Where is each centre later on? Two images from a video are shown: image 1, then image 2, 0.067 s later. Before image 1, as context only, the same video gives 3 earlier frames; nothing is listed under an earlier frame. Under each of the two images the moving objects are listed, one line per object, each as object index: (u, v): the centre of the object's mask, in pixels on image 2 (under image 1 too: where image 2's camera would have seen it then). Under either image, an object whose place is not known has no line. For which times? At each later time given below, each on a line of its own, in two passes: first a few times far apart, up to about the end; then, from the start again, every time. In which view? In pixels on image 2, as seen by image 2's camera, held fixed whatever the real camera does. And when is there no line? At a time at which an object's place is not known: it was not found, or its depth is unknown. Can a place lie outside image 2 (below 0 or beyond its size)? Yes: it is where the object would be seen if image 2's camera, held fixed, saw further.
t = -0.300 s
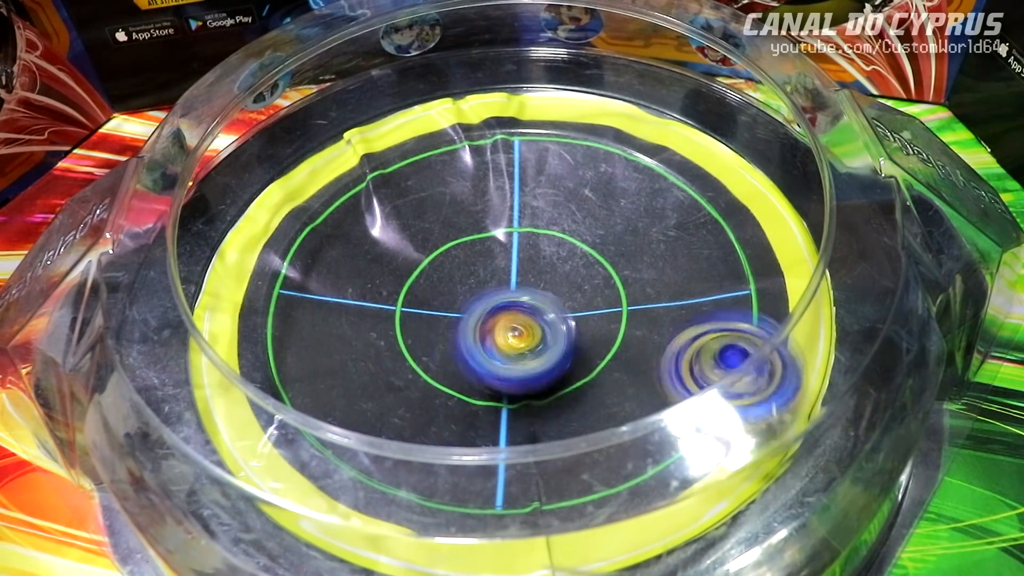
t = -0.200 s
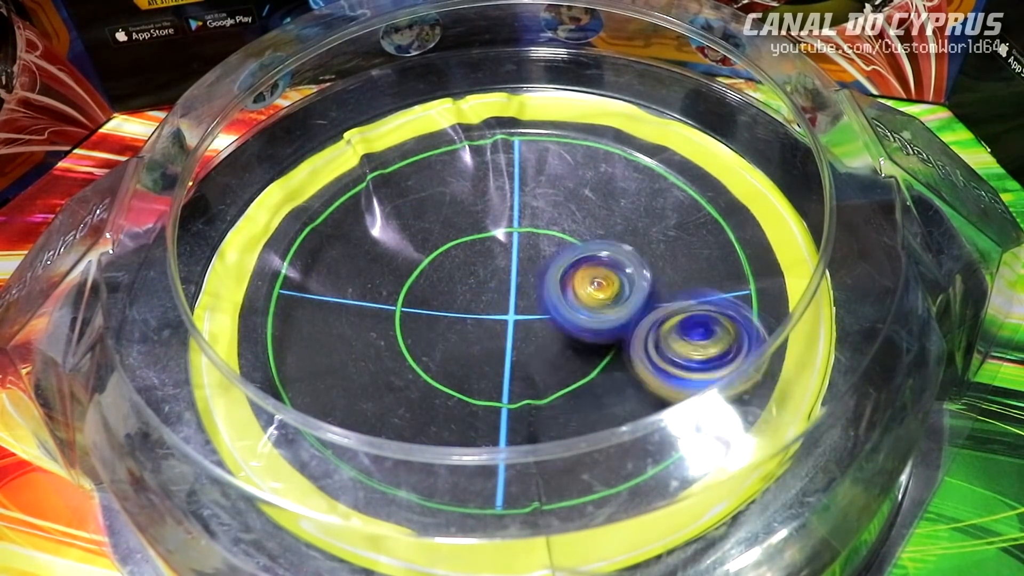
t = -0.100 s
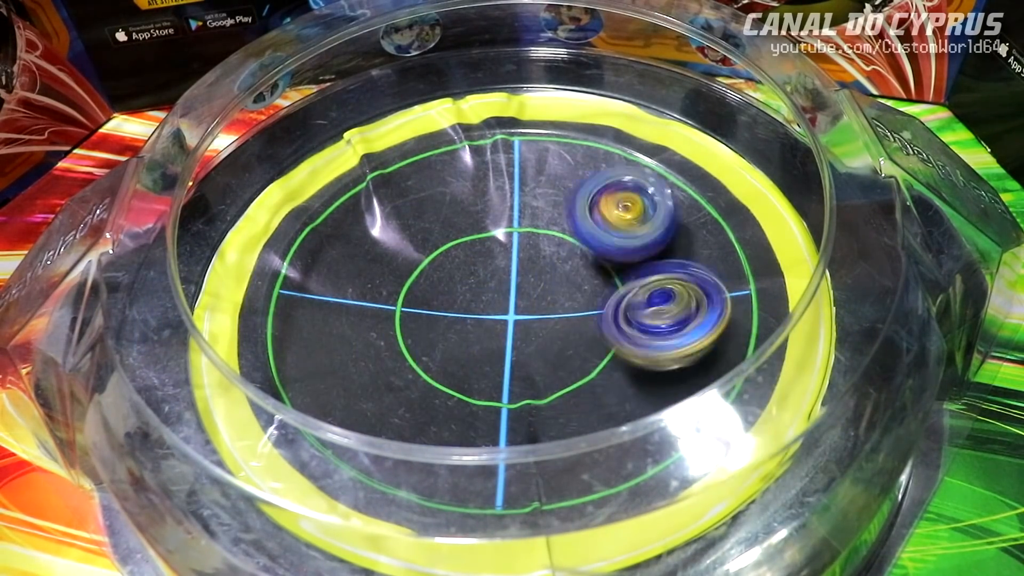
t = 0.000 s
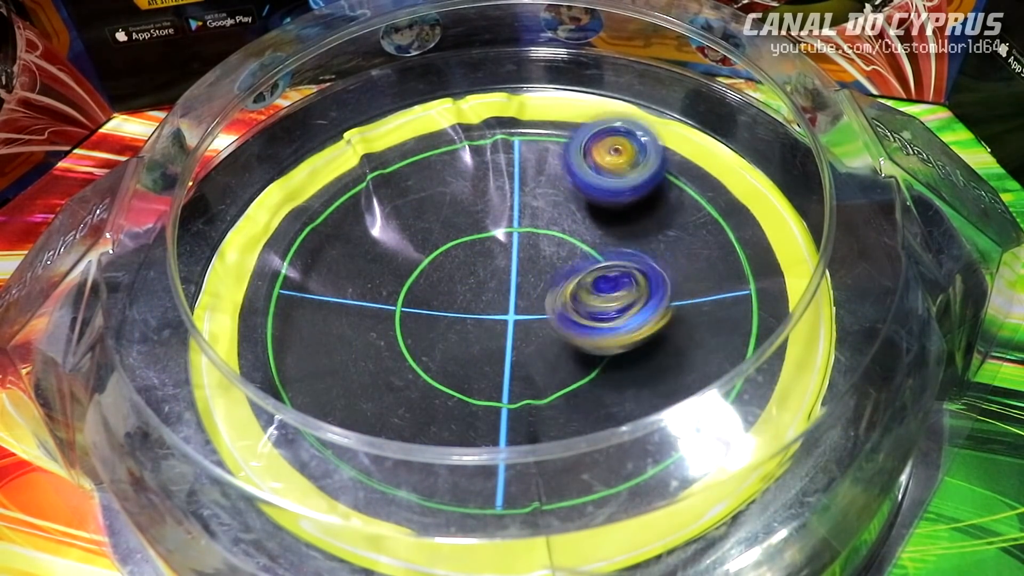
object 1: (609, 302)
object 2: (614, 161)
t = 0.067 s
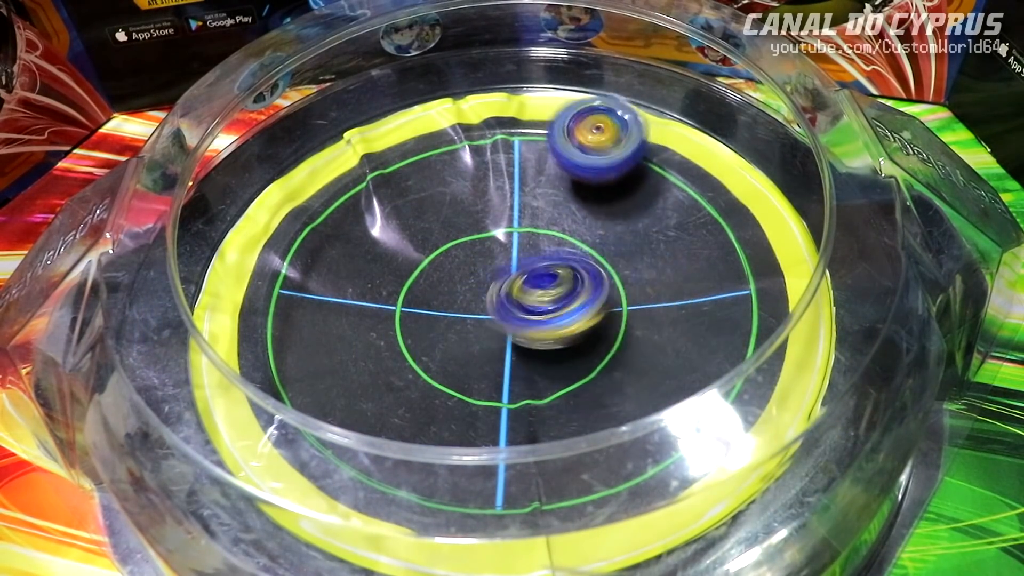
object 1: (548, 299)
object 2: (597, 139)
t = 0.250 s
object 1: (410, 321)
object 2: (530, 135)
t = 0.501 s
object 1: (382, 379)
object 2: (446, 264)
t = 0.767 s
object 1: (373, 390)
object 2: (595, 327)
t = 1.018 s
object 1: (447, 326)
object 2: (629, 295)
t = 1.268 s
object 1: (472, 220)
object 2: (552, 289)
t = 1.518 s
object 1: (558, 179)
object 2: (479, 324)
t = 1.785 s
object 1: (633, 223)
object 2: (466, 327)
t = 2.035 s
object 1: (605, 307)
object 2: (479, 272)
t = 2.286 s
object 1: (496, 333)
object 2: (473, 234)
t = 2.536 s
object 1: (410, 318)
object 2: (520, 206)
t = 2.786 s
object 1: (463, 279)
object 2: (562, 221)
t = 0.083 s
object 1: (535, 299)
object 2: (592, 136)
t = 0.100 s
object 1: (520, 299)
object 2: (587, 132)
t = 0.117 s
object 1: (503, 301)
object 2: (581, 130)
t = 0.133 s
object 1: (487, 302)
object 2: (576, 126)
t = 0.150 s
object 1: (476, 302)
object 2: (569, 126)
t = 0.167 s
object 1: (463, 306)
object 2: (564, 125)
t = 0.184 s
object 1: (450, 308)
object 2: (557, 126)
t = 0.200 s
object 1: (439, 310)
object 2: (552, 128)
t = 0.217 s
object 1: (429, 313)
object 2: (543, 130)
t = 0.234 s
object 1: (421, 317)
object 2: (537, 131)
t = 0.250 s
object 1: (410, 321)
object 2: (530, 135)
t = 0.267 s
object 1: (401, 325)
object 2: (523, 138)
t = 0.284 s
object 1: (393, 331)
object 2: (515, 143)
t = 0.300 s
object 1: (385, 335)
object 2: (509, 149)
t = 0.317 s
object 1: (375, 341)
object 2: (502, 156)
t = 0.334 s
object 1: (368, 348)
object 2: (496, 161)
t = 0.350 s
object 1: (362, 353)
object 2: (490, 169)
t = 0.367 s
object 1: (357, 359)
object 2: (484, 176)
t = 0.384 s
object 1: (353, 364)
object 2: (478, 184)
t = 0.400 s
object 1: (352, 369)
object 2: (472, 194)
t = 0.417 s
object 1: (354, 373)
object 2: (465, 206)
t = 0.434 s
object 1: (357, 375)
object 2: (461, 216)
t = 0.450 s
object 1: (363, 378)
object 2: (455, 227)
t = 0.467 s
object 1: (370, 379)
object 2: (451, 239)
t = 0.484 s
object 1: (376, 379)
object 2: (448, 253)
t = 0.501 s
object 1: (382, 379)
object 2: (446, 264)
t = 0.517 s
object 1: (391, 378)
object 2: (445, 277)
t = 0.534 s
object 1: (401, 375)
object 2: (447, 285)
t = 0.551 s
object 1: (402, 374)
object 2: (455, 293)
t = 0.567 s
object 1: (393, 381)
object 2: (466, 301)
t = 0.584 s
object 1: (390, 383)
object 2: (482, 306)
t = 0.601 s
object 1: (380, 386)
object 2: (496, 310)
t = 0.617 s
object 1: (378, 386)
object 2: (508, 315)
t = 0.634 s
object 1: (373, 388)
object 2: (521, 318)
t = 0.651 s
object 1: (373, 389)
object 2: (531, 322)
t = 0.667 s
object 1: (372, 388)
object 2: (543, 325)
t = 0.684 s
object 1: (373, 390)
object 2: (553, 328)
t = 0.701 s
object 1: (372, 389)
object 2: (564, 329)
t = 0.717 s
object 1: (373, 390)
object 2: (571, 329)
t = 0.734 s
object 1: (373, 390)
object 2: (580, 329)
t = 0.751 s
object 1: (373, 390)
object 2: (588, 328)
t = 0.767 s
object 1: (373, 390)
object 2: (595, 327)
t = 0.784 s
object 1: (376, 389)
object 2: (602, 326)
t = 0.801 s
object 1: (377, 389)
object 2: (607, 325)
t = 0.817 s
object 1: (379, 388)
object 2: (613, 323)
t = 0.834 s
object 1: (382, 386)
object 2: (619, 322)
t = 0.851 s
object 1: (387, 385)
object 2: (624, 320)
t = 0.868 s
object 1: (390, 381)
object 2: (628, 318)
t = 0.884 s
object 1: (398, 378)
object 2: (632, 316)
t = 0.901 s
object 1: (404, 372)
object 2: (634, 314)
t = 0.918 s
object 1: (409, 366)
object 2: (636, 312)
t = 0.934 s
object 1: (416, 359)
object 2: (637, 309)
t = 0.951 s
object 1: (422, 354)
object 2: (637, 306)
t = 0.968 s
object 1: (428, 346)
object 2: (636, 303)
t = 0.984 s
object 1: (434, 339)
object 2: (635, 301)
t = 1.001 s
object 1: (440, 333)
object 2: (632, 298)
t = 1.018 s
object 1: (447, 326)
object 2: (629, 295)
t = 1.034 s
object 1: (453, 319)
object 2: (623, 293)
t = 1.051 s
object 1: (458, 313)
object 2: (618, 290)
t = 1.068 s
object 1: (463, 307)
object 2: (612, 287)
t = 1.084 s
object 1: (467, 302)
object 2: (605, 285)
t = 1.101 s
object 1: (473, 293)
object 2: (598, 284)
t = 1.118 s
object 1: (475, 286)
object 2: (593, 283)
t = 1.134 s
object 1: (469, 277)
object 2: (592, 283)
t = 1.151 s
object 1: (466, 265)
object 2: (590, 284)
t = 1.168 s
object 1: (465, 255)
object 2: (585, 286)
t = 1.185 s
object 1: (464, 248)
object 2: (580, 286)
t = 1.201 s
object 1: (463, 238)
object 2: (575, 286)
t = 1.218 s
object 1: (464, 233)
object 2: (570, 286)
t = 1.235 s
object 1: (465, 228)
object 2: (563, 286)
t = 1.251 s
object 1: (469, 224)
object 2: (557, 288)
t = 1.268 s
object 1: (472, 220)
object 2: (552, 289)
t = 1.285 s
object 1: (476, 215)
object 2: (547, 292)
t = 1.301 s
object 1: (481, 211)
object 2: (542, 294)
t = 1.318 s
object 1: (485, 206)
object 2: (535, 296)
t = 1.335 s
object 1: (489, 205)
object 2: (529, 299)
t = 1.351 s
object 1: (496, 200)
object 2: (525, 301)
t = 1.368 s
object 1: (502, 197)
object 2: (519, 304)
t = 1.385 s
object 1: (506, 192)
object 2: (515, 306)
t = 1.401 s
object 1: (511, 190)
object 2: (510, 308)
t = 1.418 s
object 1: (517, 187)
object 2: (505, 311)
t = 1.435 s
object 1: (524, 185)
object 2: (501, 313)
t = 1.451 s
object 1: (531, 182)
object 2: (495, 316)
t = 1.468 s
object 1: (536, 182)
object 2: (491, 318)
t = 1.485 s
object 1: (543, 181)
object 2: (486, 320)
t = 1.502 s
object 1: (551, 180)
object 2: (482, 322)
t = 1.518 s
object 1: (558, 179)
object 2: (479, 324)
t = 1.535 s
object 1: (564, 180)
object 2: (475, 326)
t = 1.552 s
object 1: (571, 180)
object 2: (471, 328)
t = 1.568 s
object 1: (577, 181)
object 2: (468, 329)
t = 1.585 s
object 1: (583, 181)
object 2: (464, 331)
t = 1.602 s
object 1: (588, 183)
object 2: (463, 332)
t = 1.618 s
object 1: (595, 185)
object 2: (461, 334)
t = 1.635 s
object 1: (600, 188)
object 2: (460, 334)
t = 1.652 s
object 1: (604, 190)
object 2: (459, 335)
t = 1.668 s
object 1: (611, 194)
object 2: (459, 335)
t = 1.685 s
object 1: (615, 197)
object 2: (459, 336)
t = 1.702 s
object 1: (619, 200)
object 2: (459, 335)
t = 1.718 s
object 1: (621, 203)
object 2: (460, 334)
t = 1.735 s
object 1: (626, 208)
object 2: (462, 333)
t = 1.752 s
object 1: (629, 213)
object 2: (463, 331)
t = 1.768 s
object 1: (631, 217)
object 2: (464, 329)
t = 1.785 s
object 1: (633, 223)
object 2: (466, 327)
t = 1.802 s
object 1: (637, 229)
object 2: (467, 324)
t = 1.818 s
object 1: (637, 234)
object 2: (470, 321)
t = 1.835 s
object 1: (636, 240)
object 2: (472, 318)
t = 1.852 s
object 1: (637, 245)
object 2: (473, 314)
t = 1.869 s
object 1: (639, 251)
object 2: (475, 310)
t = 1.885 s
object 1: (639, 249)
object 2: (475, 306)
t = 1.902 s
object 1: (634, 263)
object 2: (476, 302)
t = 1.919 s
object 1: (634, 268)
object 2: (477, 298)
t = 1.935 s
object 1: (633, 273)
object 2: (478, 294)
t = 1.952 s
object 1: (631, 270)
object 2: (479, 291)
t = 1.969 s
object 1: (624, 286)
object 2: (479, 287)
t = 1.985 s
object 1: (622, 291)
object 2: (479, 283)
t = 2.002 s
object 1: (617, 296)
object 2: (479, 279)
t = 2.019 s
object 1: (611, 302)
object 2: (479, 276)
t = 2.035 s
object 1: (605, 307)
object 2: (479, 272)
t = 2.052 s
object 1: (600, 310)
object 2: (480, 268)
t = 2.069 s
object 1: (593, 315)
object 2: (478, 265)
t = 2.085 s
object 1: (585, 319)
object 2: (478, 261)
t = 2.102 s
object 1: (578, 323)
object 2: (478, 257)
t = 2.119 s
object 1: (572, 325)
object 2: (477, 255)
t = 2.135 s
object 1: (566, 329)
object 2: (477, 250)
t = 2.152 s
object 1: (558, 331)
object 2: (476, 248)
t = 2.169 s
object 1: (549, 334)
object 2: (476, 245)
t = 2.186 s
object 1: (542, 334)
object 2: (475, 242)
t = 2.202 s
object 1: (533, 335)
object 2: (475, 240)
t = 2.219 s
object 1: (525, 336)
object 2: (474, 238)
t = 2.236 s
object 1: (518, 336)
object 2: (474, 236)
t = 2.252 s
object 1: (511, 334)
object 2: (473, 236)
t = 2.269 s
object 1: (503, 333)
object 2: (473, 235)
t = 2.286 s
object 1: (496, 333)
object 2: (473, 234)
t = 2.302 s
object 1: (490, 330)
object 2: (474, 235)
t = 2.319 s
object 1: (484, 327)
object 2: (475, 236)
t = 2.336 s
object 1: (477, 327)
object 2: (475, 235)
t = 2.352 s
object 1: (472, 326)
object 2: (478, 234)
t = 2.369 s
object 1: (467, 324)
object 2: (479, 233)
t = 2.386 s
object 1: (461, 320)
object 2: (480, 231)
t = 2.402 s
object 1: (454, 319)
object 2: (483, 232)
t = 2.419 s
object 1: (439, 311)
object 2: (492, 226)
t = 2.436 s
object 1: (435, 323)
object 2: (498, 222)
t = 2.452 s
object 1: (425, 325)
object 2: (502, 217)
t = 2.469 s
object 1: (419, 328)
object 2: (508, 214)
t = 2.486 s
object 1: (416, 326)
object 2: (511, 212)
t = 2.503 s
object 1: (413, 325)
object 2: (513, 210)
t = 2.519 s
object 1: (412, 321)
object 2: (517, 208)
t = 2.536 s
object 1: (410, 318)
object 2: (520, 206)
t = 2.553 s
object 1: (411, 313)
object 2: (522, 205)
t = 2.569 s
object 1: (412, 310)
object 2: (527, 203)
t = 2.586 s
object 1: (413, 306)
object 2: (531, 202)
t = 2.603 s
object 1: (414, 301)
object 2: (534, 201)
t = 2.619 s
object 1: (417, 297)
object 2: (538, 201)
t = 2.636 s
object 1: (420, 294)
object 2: (540, 202)
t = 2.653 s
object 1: (425, 290)
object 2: (543, 203)
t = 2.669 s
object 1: (429, 288)
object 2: (547, 204)
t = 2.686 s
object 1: (432, 285)
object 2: (550, 205)
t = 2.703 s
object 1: (438, 283)
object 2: (551, 208)
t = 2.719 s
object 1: (441, 281)
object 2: (555, 209)
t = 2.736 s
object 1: (447, 281)
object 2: (558, 212)
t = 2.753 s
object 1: (453, 279)
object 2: (559, 215)
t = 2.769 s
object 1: (457, 279)
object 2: (561, 217)
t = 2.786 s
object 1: (463, 279)
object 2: (562, 221)
